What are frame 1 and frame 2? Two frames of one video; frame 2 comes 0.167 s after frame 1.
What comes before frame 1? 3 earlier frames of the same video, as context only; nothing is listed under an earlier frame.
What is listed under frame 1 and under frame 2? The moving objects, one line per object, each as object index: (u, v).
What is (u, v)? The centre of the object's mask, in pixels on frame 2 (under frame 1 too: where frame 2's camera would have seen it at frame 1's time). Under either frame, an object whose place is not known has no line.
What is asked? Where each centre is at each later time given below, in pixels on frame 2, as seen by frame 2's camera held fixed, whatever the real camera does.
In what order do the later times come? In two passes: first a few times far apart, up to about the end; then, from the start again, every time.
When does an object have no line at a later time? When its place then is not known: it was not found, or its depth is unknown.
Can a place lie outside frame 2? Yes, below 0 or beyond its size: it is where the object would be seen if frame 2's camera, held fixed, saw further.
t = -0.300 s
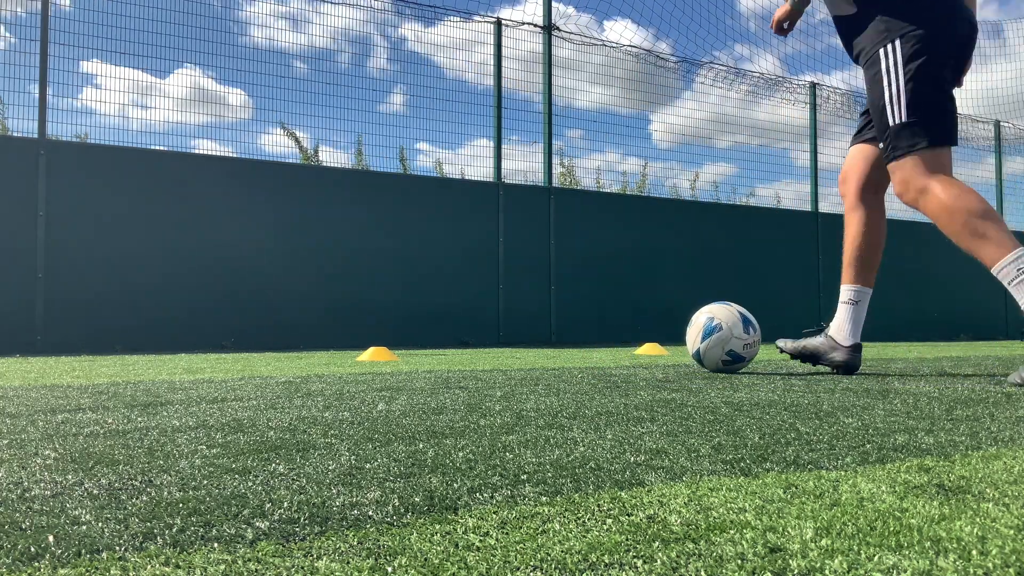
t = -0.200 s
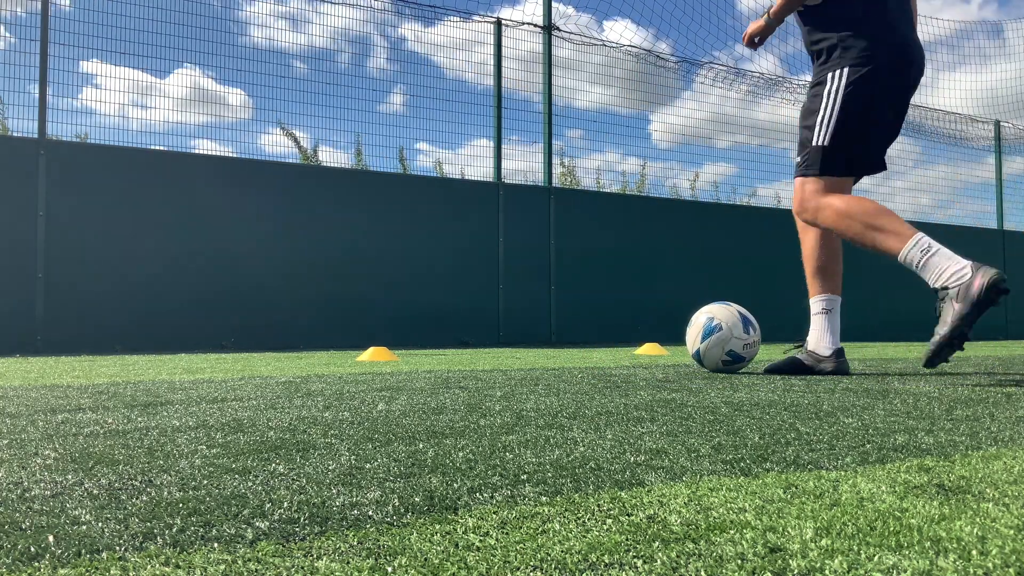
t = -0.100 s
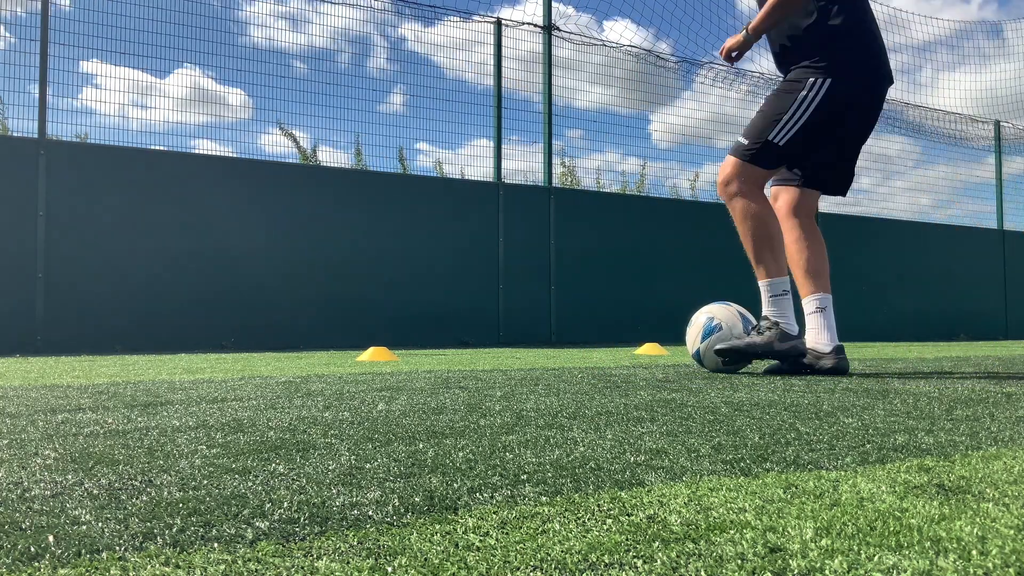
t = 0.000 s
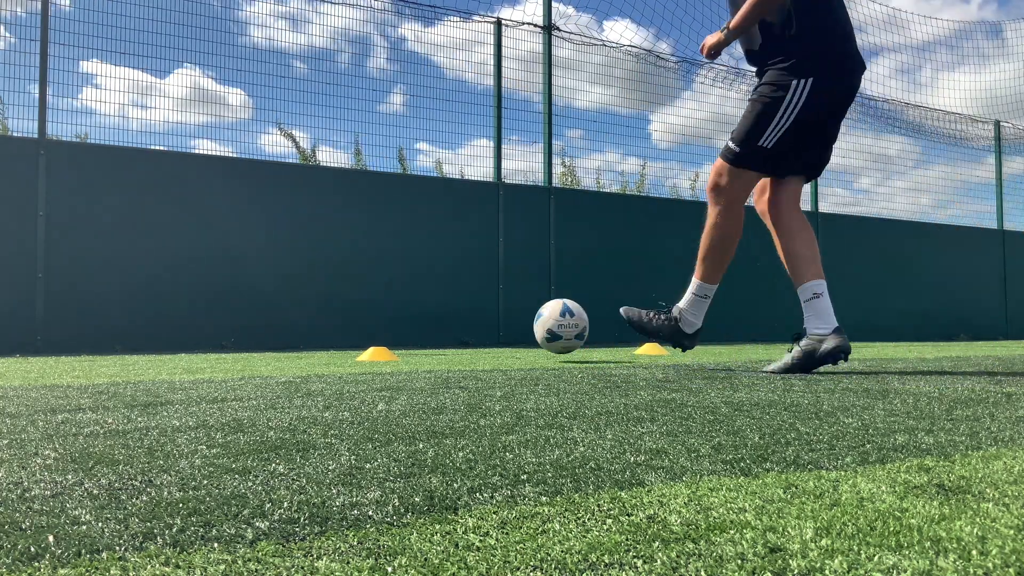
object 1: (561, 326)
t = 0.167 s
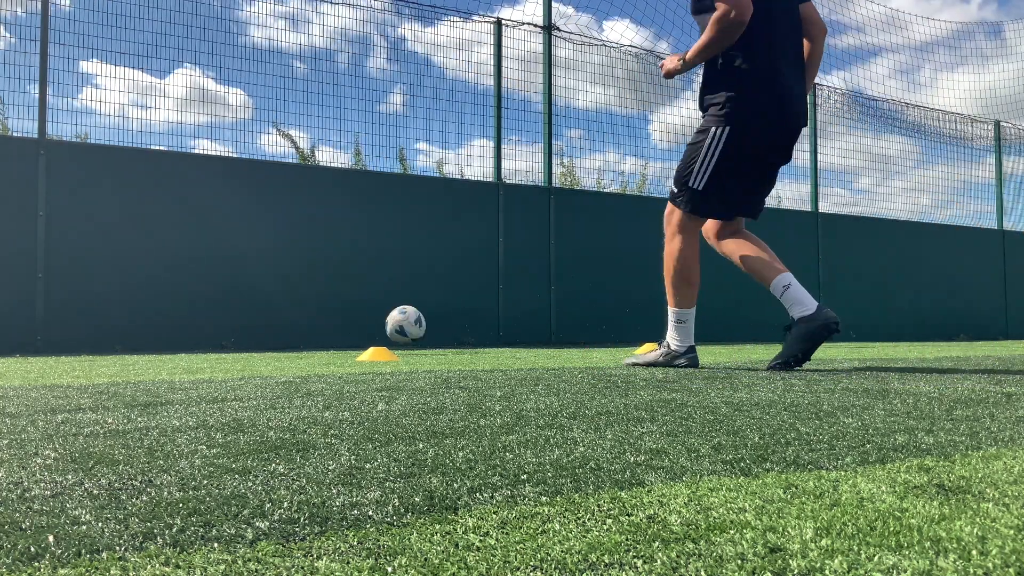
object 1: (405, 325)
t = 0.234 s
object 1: (367, 326)
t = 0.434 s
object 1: (387, 311)
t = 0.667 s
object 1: (483, 321)
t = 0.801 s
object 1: (542, 319)
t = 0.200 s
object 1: (385, 325)
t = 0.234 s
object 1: (367, 326)
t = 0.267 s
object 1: (351, 330)
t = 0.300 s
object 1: (344, 329)
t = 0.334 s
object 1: (354, 321)
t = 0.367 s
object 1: (364, 317)
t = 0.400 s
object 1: (375, 313)
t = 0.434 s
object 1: (387, 311)
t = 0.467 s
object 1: (399, 312)
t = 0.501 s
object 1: (413, 314)
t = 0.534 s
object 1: (427, 318)
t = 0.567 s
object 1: (441, 324)
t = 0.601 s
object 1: (458, 332)
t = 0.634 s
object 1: (470, 327)
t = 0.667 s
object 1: (483, 321)
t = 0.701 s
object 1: (496, 317)
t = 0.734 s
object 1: (511, 315)
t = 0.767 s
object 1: (526, 316)
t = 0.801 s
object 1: (542, 319)
